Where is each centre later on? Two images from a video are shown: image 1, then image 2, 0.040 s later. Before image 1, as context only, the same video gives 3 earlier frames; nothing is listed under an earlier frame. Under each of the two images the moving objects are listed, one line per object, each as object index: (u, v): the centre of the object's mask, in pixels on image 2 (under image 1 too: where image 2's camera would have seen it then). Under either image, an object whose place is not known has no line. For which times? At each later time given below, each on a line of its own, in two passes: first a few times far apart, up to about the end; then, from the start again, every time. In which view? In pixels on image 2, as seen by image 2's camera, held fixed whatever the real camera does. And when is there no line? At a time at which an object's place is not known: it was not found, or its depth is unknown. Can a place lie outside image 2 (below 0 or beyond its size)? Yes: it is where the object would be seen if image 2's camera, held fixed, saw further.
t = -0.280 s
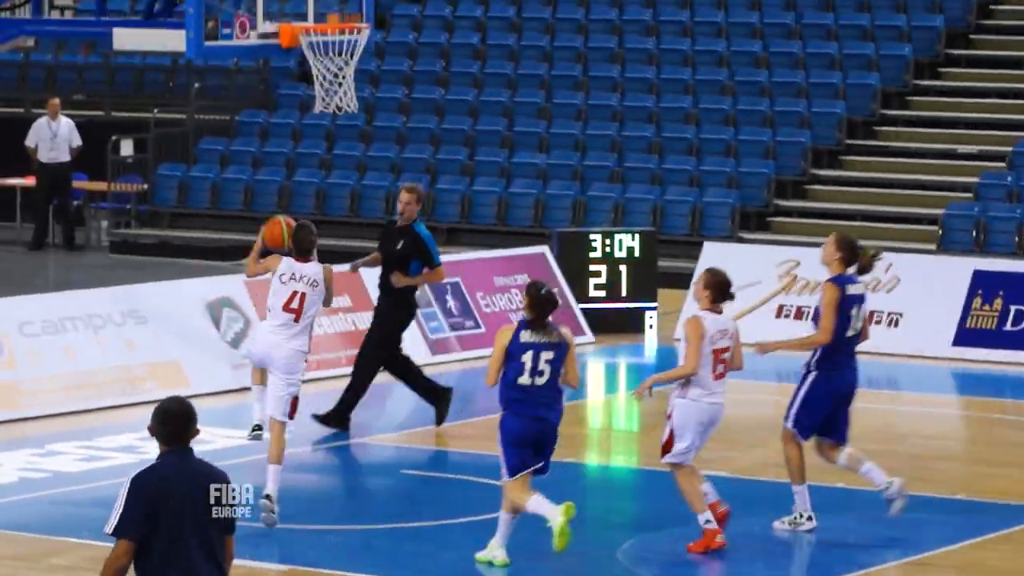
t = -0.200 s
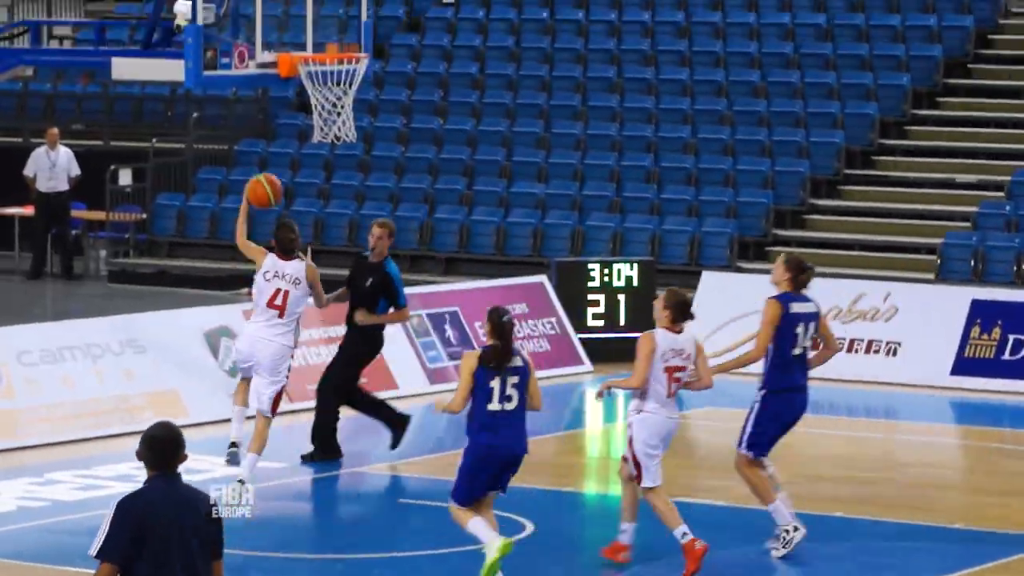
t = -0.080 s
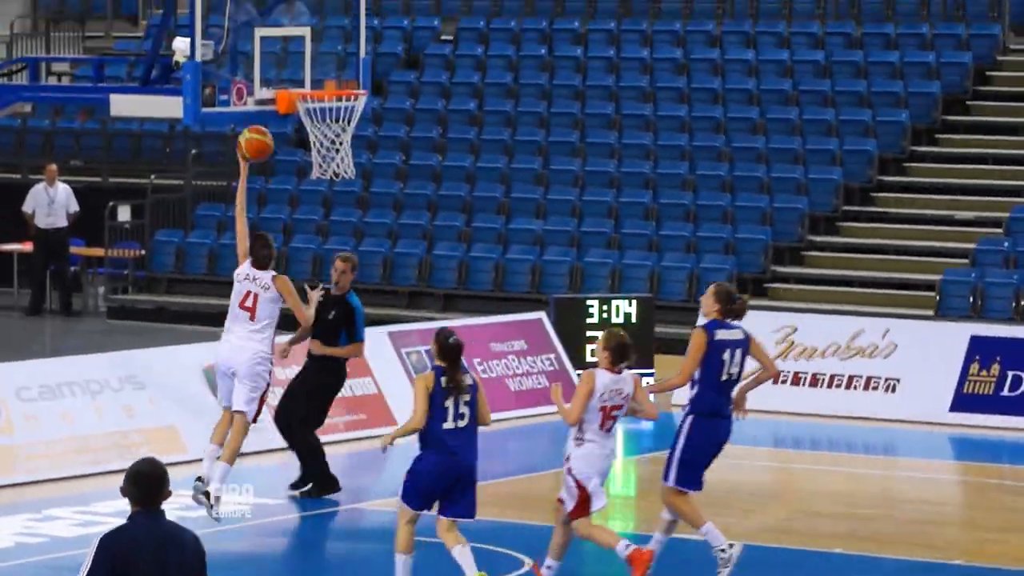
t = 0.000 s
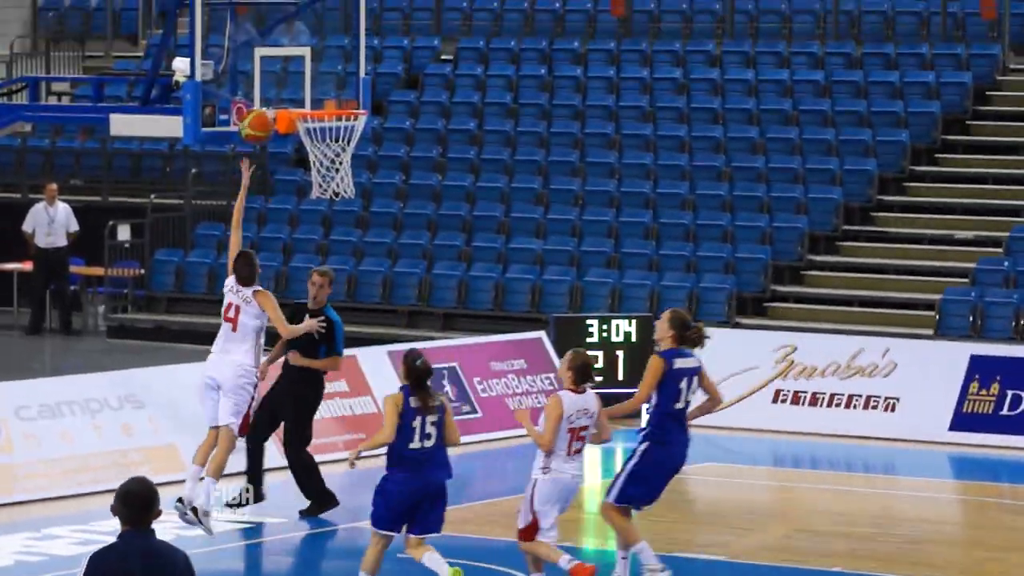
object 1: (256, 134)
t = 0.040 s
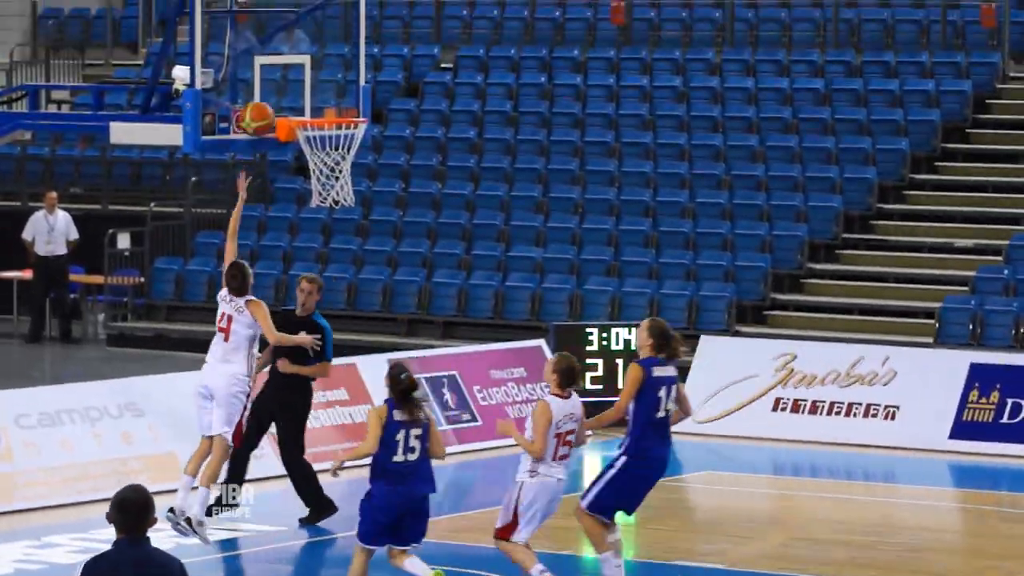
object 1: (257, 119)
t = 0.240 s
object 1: (291, 86)
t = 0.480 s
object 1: (341, 129)
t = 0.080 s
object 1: (258, 106)
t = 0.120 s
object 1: (266, 98)
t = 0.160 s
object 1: (274, 91)
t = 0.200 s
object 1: (283, 88)
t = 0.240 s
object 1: (291, 86)
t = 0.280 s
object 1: (299, 87)
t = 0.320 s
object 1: (308, 90)
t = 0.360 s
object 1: (317, 96)
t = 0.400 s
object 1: (325, 103)
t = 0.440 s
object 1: (334, 109)
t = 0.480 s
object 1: (341, 129)
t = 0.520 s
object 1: (348, 143)
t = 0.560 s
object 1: (353, 153)
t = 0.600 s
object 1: (356, 164)
